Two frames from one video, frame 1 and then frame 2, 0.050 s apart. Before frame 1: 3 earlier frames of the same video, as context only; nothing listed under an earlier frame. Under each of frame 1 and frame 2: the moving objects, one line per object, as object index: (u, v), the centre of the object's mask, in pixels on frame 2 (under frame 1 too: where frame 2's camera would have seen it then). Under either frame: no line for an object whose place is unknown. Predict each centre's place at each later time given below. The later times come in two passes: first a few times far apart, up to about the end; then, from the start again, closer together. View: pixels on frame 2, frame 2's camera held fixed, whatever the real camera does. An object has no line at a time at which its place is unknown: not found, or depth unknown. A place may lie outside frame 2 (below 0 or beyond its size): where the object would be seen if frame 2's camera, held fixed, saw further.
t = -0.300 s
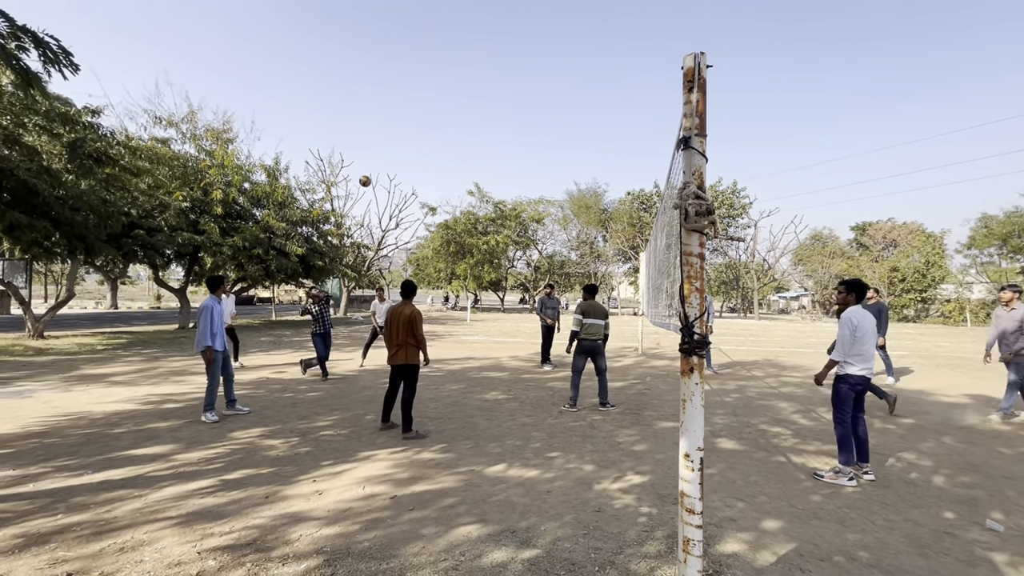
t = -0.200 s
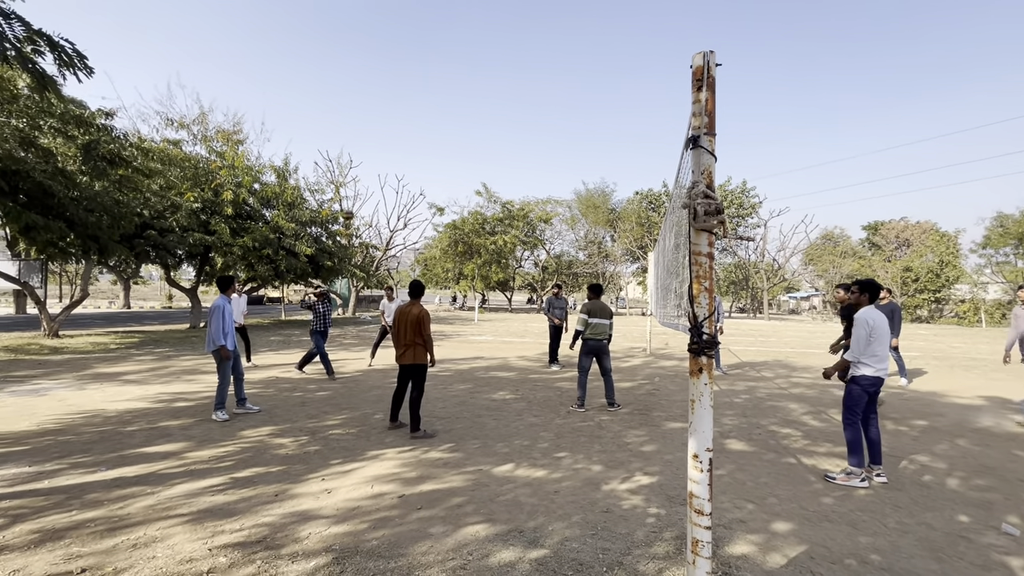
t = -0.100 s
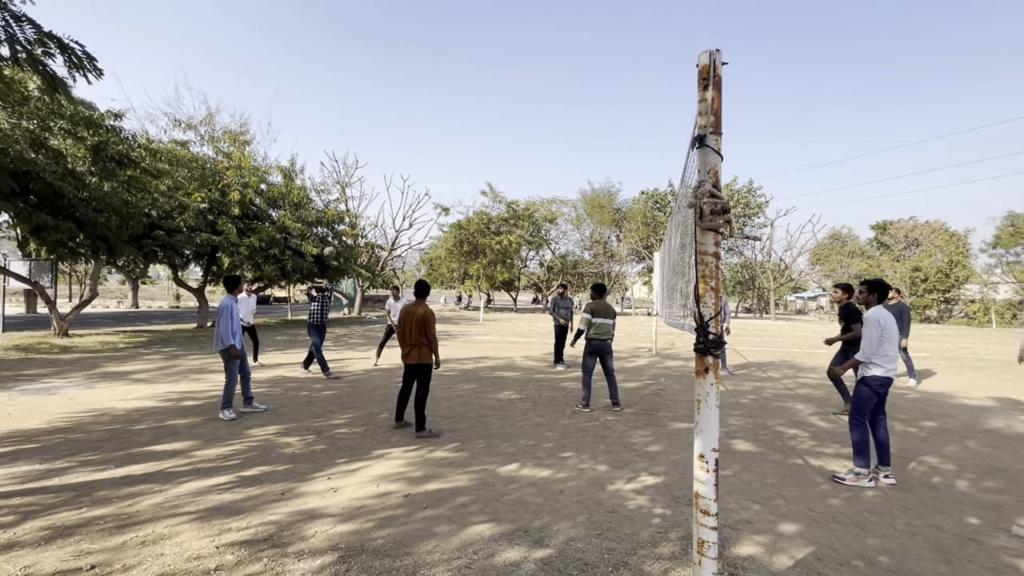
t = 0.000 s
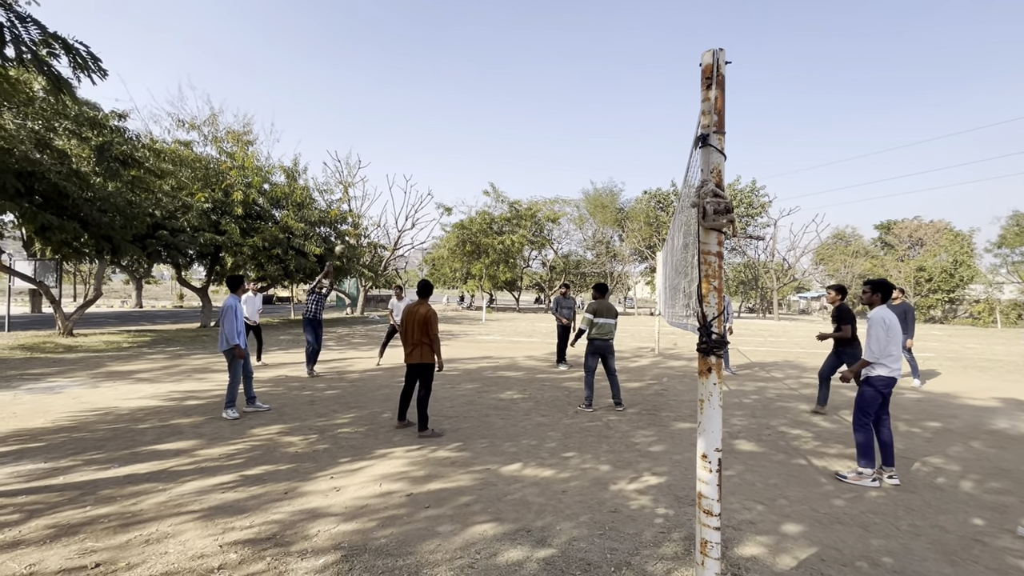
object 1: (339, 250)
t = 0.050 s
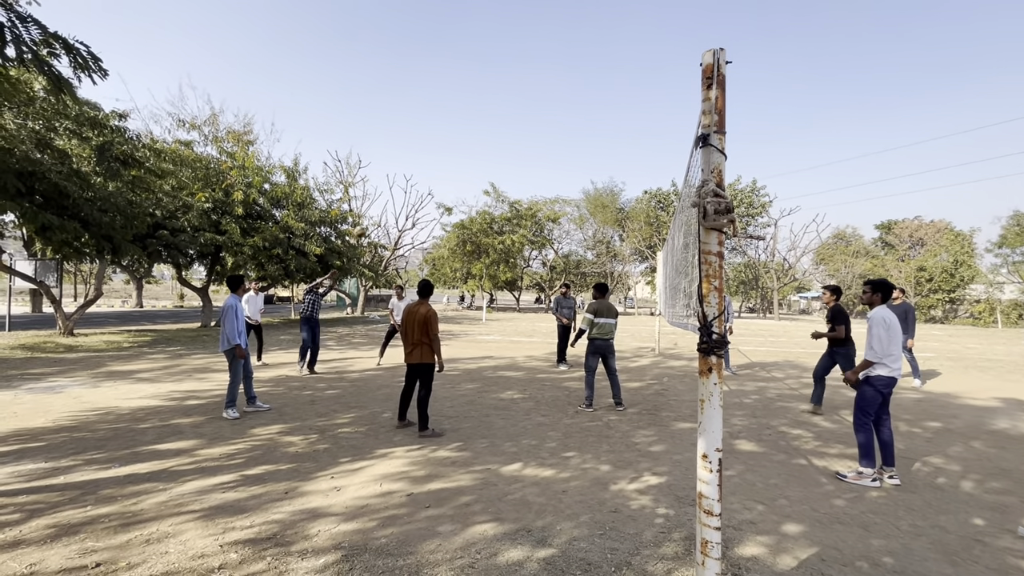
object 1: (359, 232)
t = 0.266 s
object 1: (447, 161)
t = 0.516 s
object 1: (568, 104)
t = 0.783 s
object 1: (734, 83)
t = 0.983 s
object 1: (898, 109)
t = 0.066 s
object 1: (365, 226)
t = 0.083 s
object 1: (372, 220)
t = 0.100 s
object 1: (378, 214)
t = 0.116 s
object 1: (385, 209)
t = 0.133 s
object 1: (391, 203)
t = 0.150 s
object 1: (398, 197)
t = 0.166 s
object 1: (405, 192)
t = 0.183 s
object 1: (411, 187)
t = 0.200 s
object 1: (418, 182)
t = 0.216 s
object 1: (425, 176)
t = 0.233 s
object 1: (432, 171)
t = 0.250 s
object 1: (440, 167)
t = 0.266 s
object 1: (447, 161)
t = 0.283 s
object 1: (454, 157)
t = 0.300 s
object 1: (461, 152)
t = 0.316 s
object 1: (469, 148)
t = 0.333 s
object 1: (477, 144)
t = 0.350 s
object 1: (484, 139)
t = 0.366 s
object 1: (492, 136)
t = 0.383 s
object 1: (500, 131)
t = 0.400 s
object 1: (508, 128)
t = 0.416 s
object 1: (516, 124)
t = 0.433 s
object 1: (524, 120)
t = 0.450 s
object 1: (533, 117)
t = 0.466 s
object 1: (541, 113)
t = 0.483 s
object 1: (550, 110)
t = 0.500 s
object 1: (559, 107)
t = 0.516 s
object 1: (568, 104)
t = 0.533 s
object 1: (577, 101)
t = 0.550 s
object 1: (586, 98)
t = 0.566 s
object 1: (596, 96)
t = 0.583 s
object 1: (606, 94)
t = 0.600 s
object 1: (615, 92)
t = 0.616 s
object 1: (625, 90)
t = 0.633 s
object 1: (635, 88)
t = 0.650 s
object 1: (645, 87)
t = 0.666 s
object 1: (656, 85)
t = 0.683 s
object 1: (666, 85)
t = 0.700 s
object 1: (677, 84)
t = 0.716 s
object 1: (688, 83)
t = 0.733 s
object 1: (695, 83)
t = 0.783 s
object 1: (734, 83)
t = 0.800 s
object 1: (746, 83)
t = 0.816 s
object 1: (759, 85)
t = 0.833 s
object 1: (771, 86)
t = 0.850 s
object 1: (785, 87)
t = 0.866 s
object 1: (798, 89)
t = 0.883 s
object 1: (811, 91)
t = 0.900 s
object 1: (825, 93)
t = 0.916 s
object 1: (839, 96)
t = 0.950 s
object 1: (868, 102)
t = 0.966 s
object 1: (883, 105)
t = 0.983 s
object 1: (898, 109)
